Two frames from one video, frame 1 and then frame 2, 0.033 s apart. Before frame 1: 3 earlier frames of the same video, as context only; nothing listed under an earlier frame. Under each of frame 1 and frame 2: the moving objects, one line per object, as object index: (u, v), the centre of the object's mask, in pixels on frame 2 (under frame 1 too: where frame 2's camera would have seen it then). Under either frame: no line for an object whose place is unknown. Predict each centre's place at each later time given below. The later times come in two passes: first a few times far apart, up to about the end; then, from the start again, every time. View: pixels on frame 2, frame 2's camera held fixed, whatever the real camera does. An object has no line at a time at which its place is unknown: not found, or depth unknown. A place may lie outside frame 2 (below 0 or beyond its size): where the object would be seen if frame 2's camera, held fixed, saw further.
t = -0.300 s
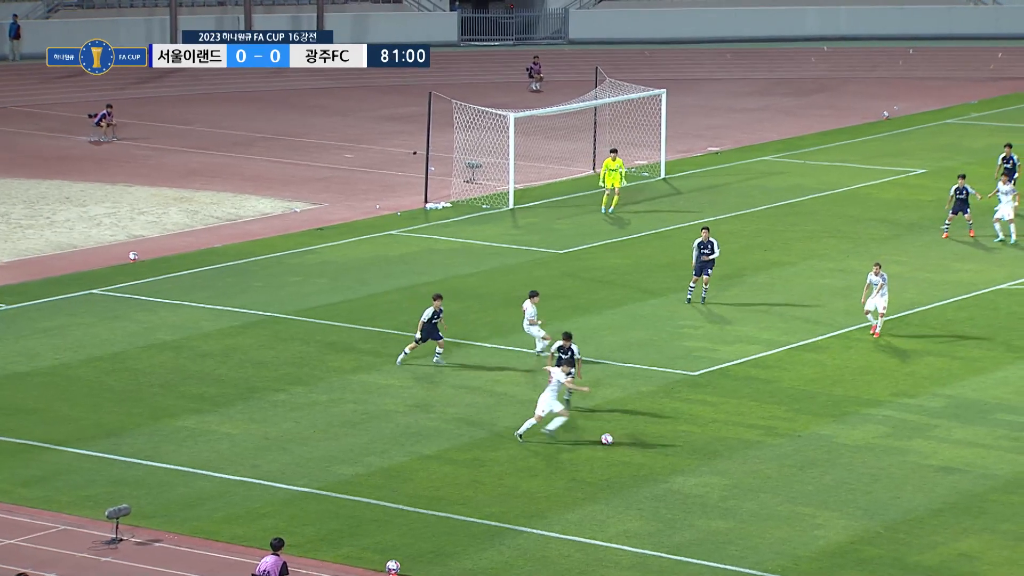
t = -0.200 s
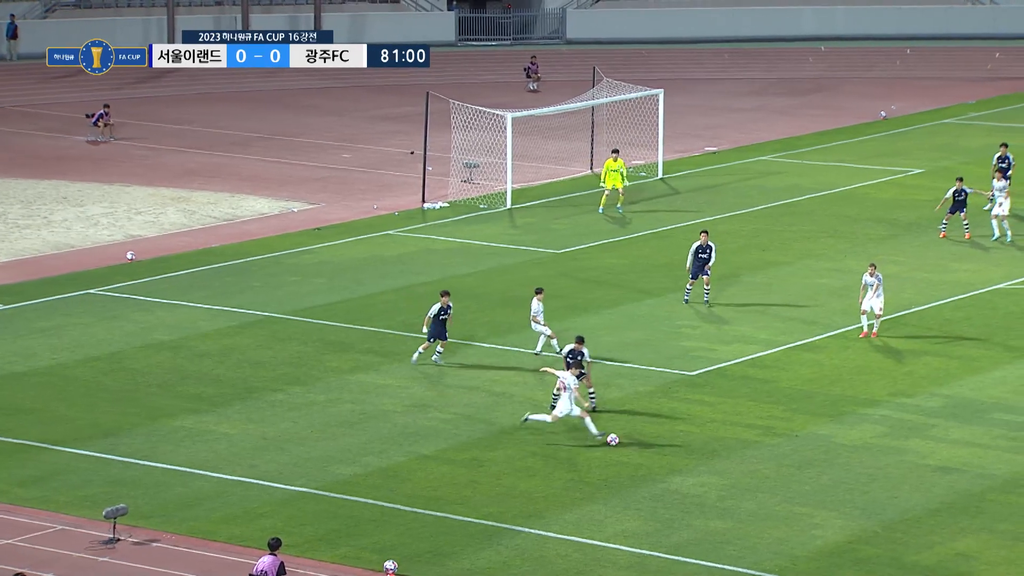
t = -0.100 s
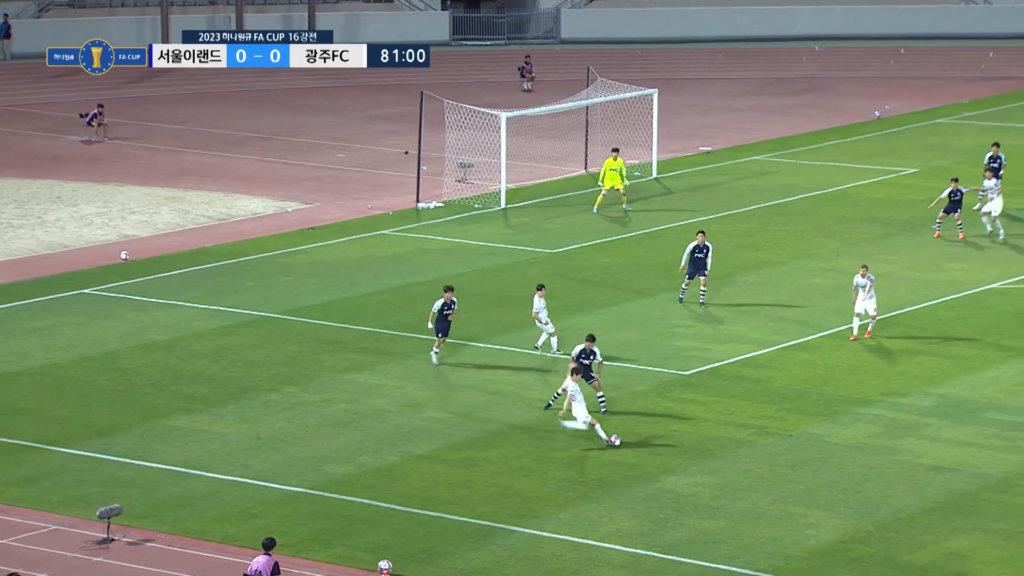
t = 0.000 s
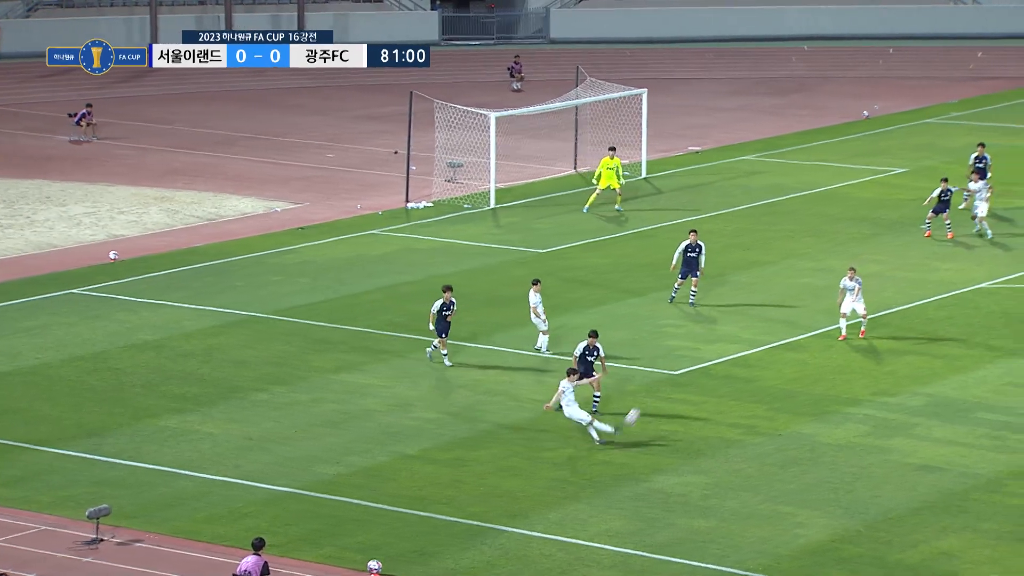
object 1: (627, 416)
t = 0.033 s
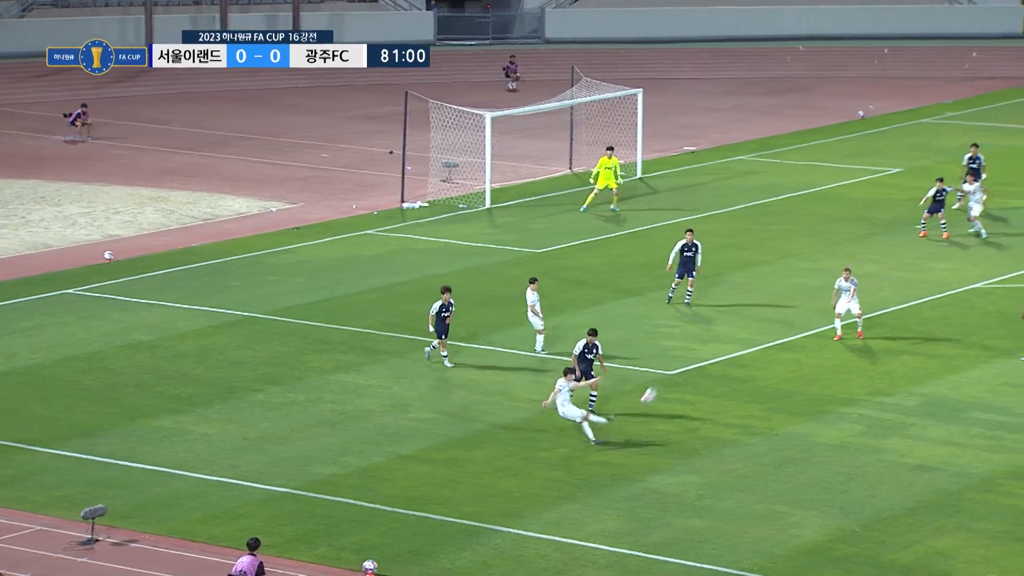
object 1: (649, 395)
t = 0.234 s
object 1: (751, 293)
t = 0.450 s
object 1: (825, 220)
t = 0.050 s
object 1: (659, 385)
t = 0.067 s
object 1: (668, 376)
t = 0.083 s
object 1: (678, 366)
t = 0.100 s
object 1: (686, 357)
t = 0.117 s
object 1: (696, 349)
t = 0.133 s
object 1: (704, 339)
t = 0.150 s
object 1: (713, 331)
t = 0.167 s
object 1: (721, 323)
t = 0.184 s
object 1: (729, 315)
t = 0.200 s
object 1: (736, 308)
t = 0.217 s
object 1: (744, 300)
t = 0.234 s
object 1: (751, 293)
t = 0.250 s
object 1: (757, 286)
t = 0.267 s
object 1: (764, 280)
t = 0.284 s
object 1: (771, 273)
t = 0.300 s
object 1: (777, 267)
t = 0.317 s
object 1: (783, 261)
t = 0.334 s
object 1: (788, 255)
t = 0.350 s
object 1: (795, 249)
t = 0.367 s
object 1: (800, 244)
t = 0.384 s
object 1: (805, 239)
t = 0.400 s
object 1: (810, 233)
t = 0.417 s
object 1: (815, 229)
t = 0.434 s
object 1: (820, 224)
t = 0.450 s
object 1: (825, 220)
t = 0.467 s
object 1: (830, 215)
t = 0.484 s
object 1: (834, 211)
